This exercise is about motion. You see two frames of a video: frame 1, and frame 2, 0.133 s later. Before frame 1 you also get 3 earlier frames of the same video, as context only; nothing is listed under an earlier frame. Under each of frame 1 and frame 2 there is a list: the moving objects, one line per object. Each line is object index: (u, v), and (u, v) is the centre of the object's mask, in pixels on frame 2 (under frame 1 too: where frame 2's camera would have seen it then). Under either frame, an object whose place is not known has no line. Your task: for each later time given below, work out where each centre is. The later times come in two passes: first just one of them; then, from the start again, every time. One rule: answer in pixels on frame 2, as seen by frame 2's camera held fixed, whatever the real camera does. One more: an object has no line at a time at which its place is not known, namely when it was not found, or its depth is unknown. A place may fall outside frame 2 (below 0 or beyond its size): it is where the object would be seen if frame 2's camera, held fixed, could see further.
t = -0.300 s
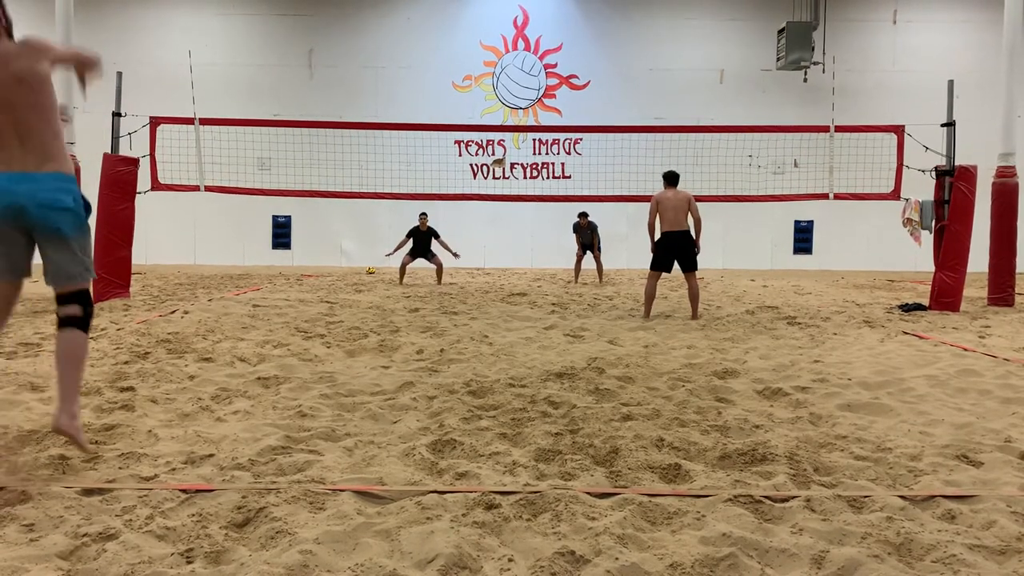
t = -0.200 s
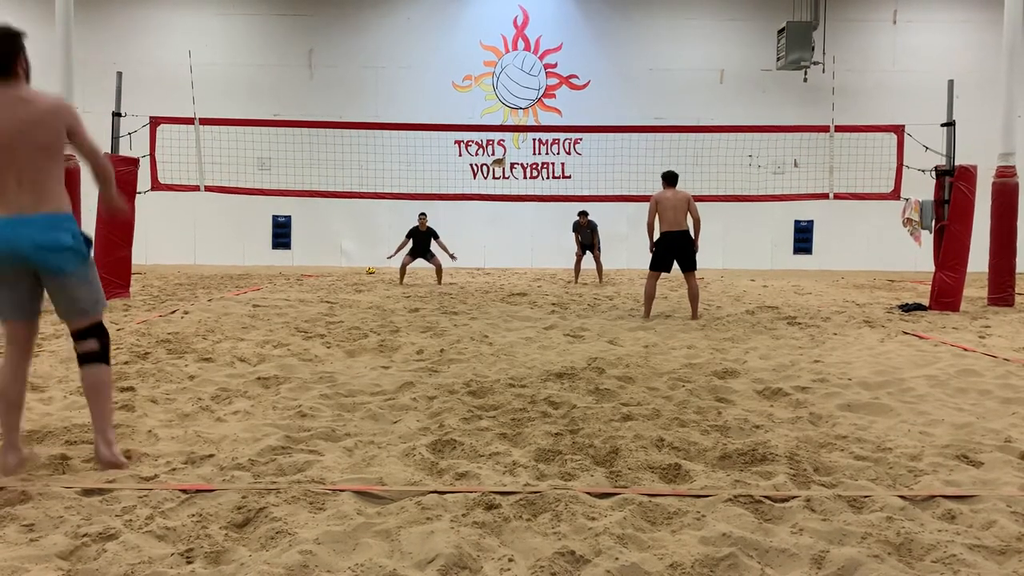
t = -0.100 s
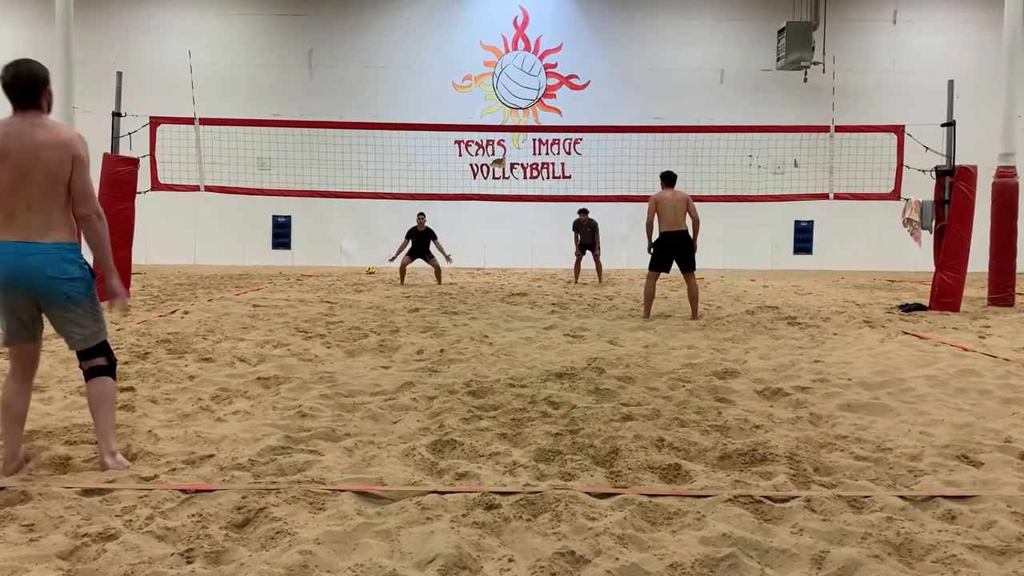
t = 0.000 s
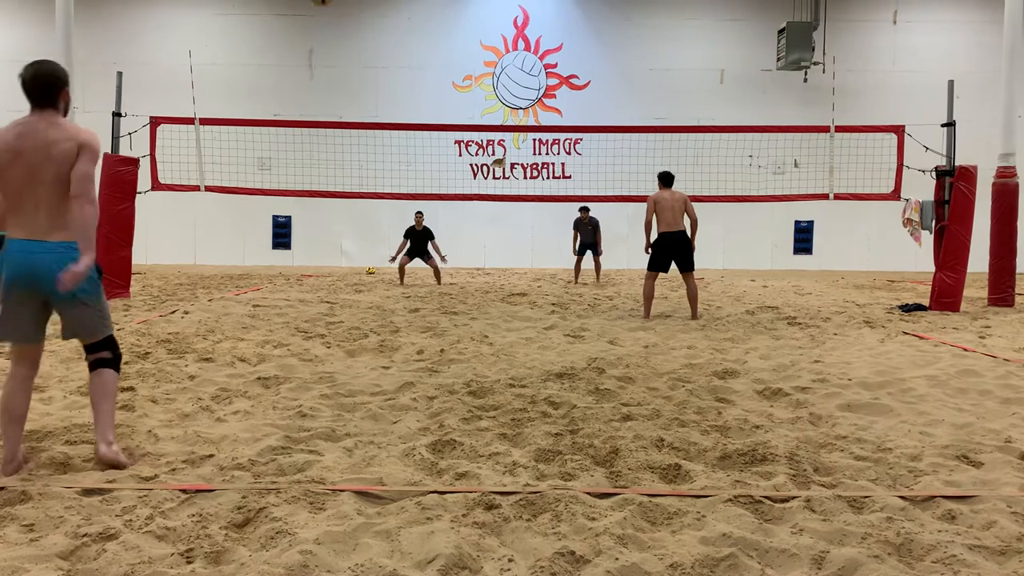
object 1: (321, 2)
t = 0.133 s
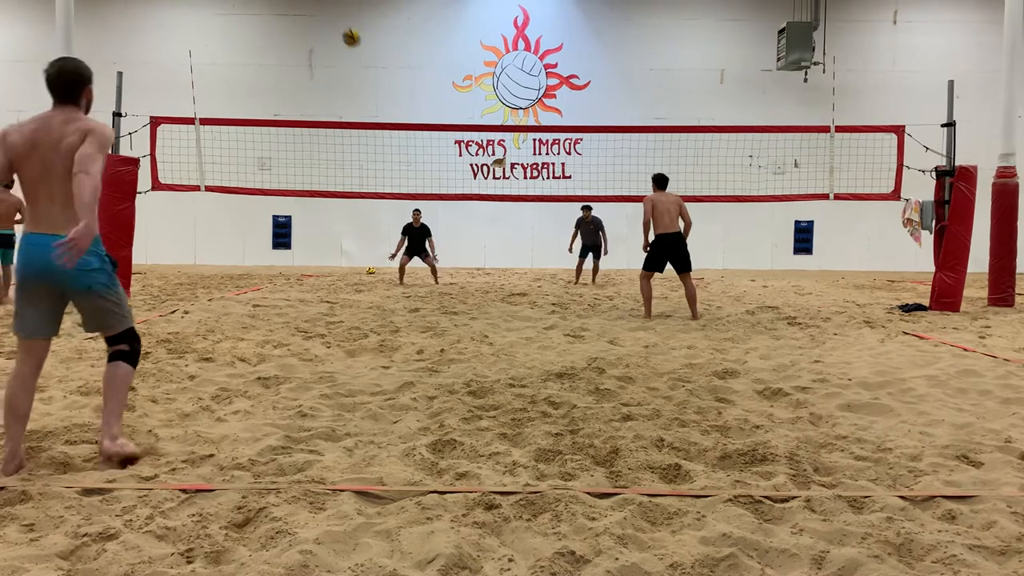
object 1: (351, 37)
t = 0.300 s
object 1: (378, 92)
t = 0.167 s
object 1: (357, 48)
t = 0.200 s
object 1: (363, 59)
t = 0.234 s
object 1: (368, 70)
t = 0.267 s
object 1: (374, 82)
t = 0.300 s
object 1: (378, 92)
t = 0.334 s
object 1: (384, 103)
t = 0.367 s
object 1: (388, 115)
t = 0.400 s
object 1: (393, 131)
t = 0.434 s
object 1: (396, 138)
